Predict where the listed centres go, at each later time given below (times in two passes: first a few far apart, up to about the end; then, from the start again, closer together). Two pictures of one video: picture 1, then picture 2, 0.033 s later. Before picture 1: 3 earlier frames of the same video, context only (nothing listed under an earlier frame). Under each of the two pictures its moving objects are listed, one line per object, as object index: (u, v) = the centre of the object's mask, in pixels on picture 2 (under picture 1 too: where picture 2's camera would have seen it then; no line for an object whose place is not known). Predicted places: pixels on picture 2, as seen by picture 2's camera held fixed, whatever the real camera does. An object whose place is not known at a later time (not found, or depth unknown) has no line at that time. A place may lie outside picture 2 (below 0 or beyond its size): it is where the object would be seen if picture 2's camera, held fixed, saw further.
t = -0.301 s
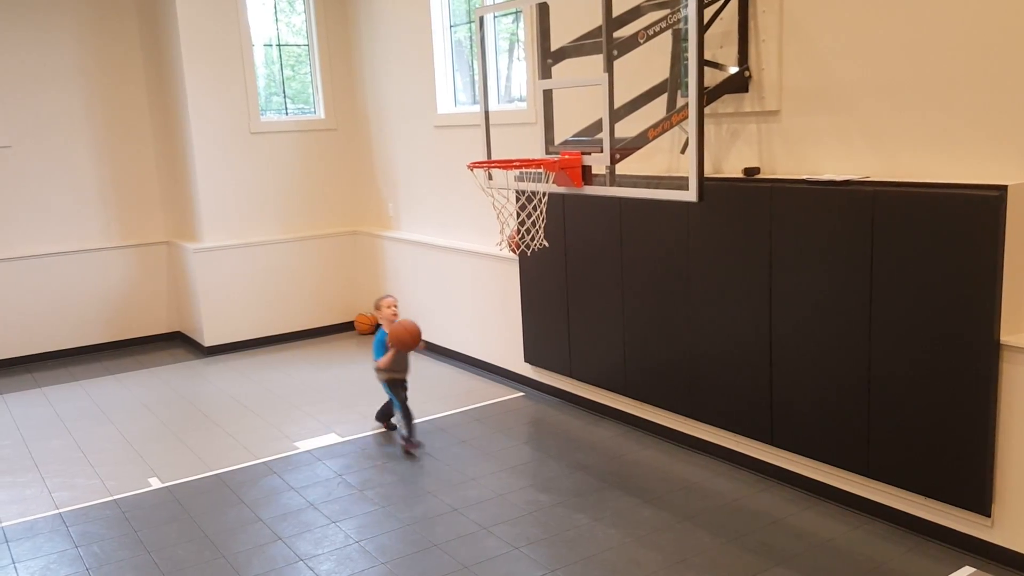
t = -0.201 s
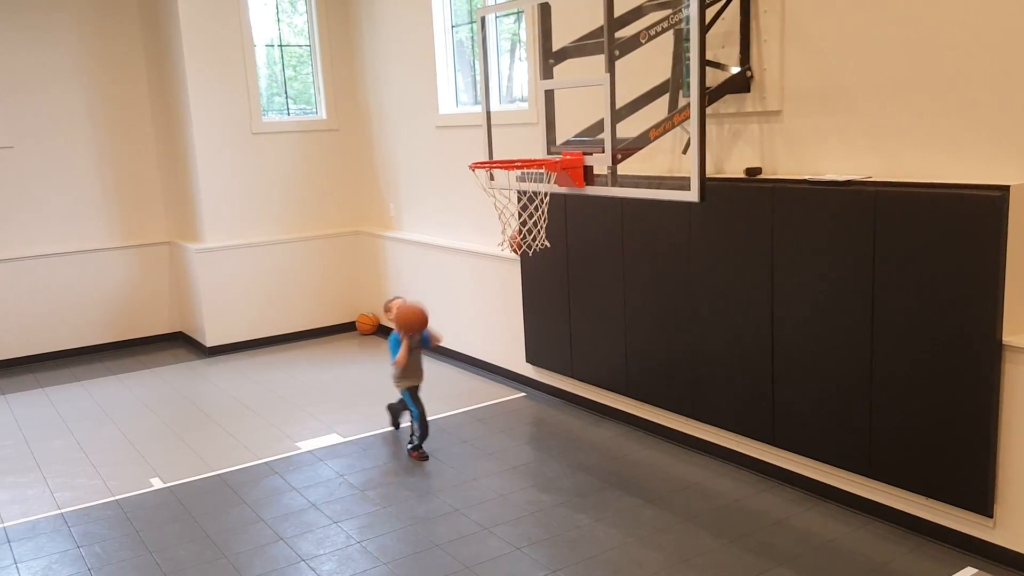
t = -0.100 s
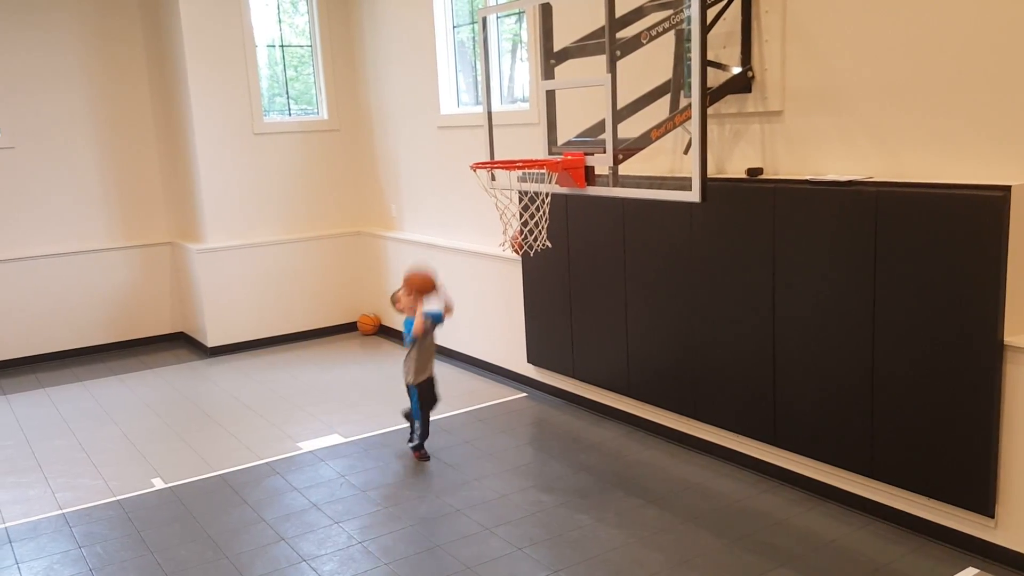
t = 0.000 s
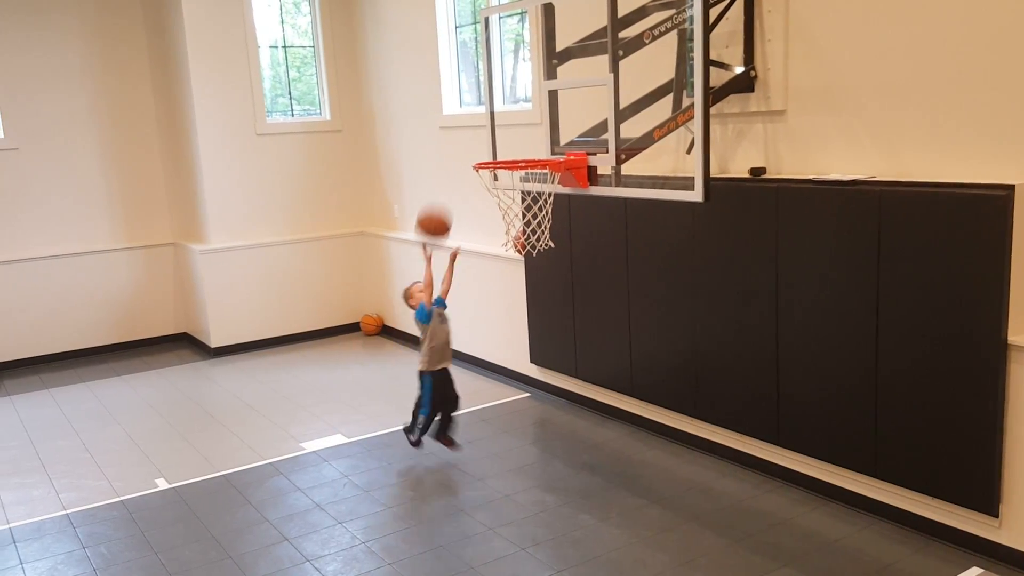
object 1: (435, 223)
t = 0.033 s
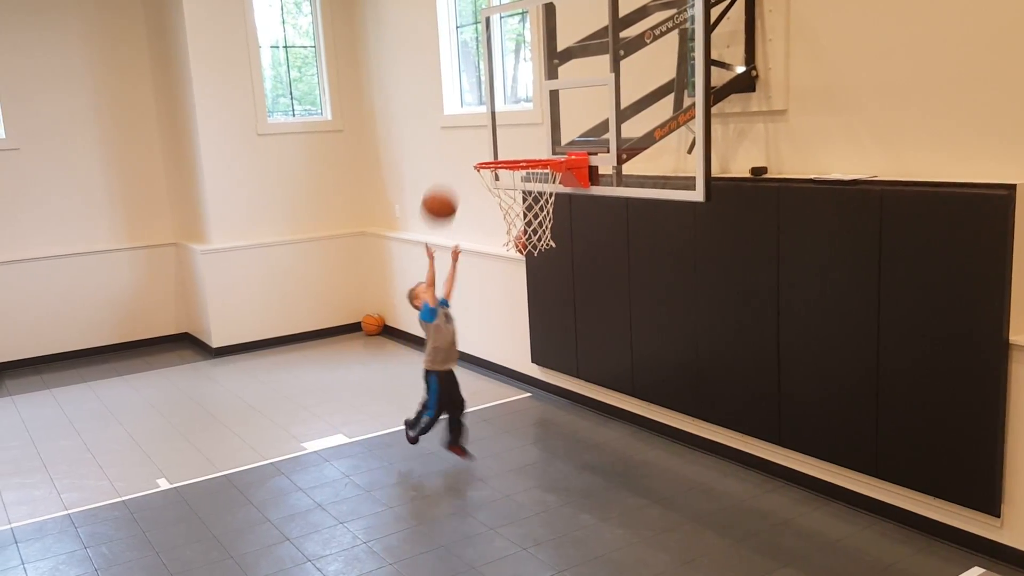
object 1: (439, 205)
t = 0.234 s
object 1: (470, 124)
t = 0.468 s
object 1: (518, 107)
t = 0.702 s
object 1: (518, 130)
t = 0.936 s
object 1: (445, 159)
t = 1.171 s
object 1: (384, 285)
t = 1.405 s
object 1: (337, 490)
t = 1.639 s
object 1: (282, 362)
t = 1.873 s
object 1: (234, 315)
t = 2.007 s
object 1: (211, 327)
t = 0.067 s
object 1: (444, 188)
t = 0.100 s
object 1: (449, 171)
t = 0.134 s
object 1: (454, 157)
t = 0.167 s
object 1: (459, 145)
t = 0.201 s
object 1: (464, 133)
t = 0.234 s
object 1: (470, 124)
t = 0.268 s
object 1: (477, 115)
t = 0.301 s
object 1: (482, 109)
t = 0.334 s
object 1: (489, 105)
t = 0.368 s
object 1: (496, 102)
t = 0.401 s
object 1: (503, 102)
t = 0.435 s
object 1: (509, 104)
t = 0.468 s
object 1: (518, 107)
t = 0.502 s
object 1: (525, 114)
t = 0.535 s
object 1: (534, 122)
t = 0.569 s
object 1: (541, 132)
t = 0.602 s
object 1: (548, 143)
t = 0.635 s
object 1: (541, 140)
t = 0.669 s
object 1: (530, 134)
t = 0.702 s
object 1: (518, 130)
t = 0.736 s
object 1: (508, 127)
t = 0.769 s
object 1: (497, 128)
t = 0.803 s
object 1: (486, 130)
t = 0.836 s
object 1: (476, 134)
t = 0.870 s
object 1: (465, 140)
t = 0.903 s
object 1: (455, 148)
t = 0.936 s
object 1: (445, 159)
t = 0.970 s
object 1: (436, 171)
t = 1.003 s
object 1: (426, 186)
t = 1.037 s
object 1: (417, 202)
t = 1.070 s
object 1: (408, 219)
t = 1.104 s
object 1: (399, 240)
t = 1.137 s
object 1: (391, 263)
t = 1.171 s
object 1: (384, 285)
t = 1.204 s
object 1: (376, 312)
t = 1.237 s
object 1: (369, 337)
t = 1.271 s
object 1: (362, 366)
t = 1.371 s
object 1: (344, 460)
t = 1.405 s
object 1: (337, 490)
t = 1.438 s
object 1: (329, 472)
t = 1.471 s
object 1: (322, 452)
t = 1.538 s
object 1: (305, 410)
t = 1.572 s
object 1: (298, 393)
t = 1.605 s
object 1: (290, 378)
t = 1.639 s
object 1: (282, 362)
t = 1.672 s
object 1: (275, 352)
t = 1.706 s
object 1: (268, 340)
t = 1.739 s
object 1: (261, 332)
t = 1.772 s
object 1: (254, 325)
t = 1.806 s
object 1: (247, 320)
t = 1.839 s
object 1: (240, 316)
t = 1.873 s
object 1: (234, 315)
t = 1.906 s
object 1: (228, 315)
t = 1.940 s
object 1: (222, 317)
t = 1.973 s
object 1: (217, 321)
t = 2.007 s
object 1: (211, 327)
